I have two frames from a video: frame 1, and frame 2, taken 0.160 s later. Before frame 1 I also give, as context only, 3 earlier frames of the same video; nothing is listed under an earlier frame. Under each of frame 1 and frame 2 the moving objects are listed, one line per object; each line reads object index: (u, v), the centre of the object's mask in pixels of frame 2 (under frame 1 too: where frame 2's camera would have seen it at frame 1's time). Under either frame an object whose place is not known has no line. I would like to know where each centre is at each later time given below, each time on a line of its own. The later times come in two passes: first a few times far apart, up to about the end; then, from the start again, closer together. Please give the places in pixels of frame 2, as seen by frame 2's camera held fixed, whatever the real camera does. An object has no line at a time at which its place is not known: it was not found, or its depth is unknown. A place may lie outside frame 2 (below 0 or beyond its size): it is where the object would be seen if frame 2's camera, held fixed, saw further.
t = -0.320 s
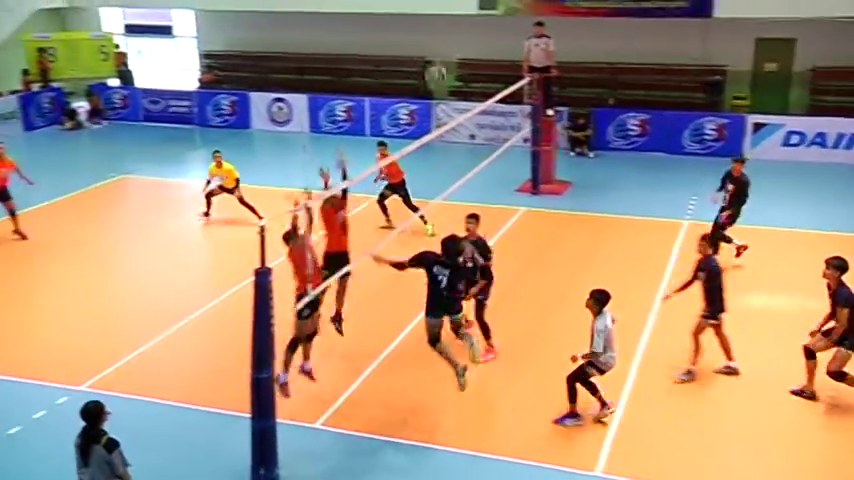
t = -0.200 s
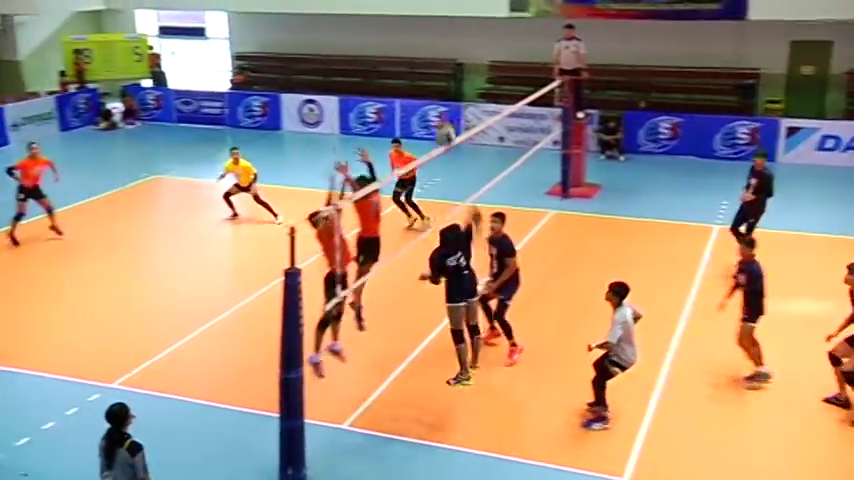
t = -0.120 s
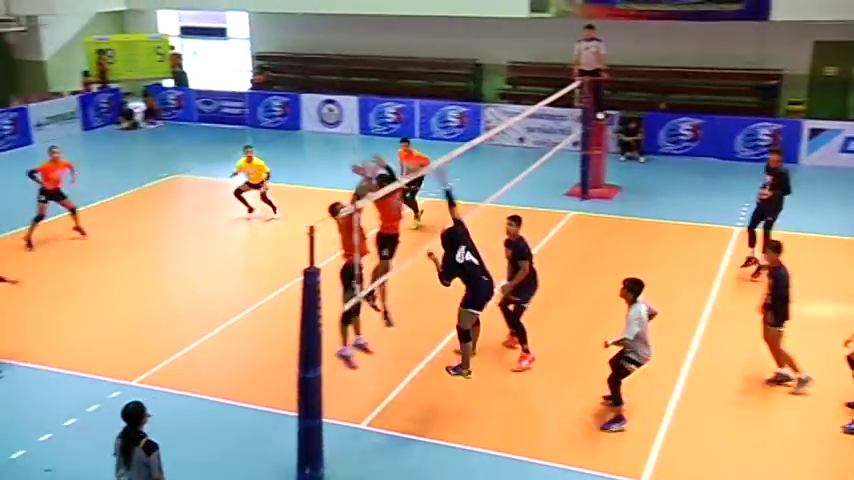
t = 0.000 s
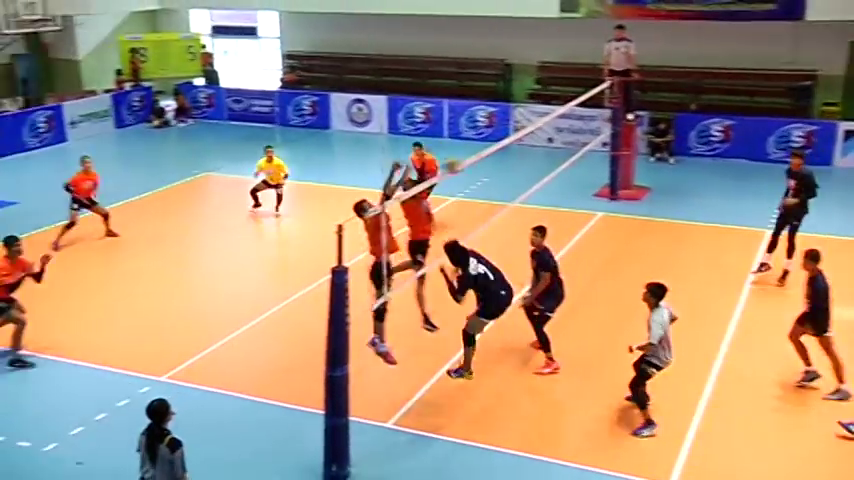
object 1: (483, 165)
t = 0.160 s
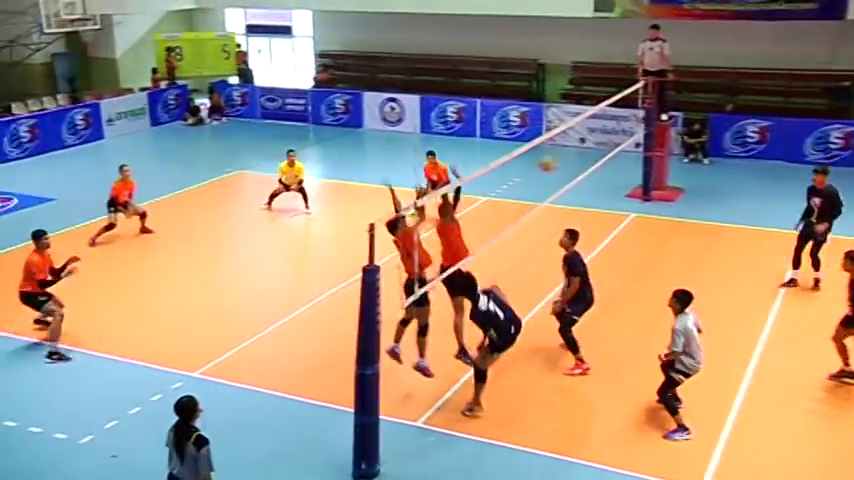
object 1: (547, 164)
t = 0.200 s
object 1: (561, 166)
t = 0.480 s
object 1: (639, 213)
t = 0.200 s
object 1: (561, 166)
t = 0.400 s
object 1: (621, 196)
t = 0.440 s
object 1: (630, 205)
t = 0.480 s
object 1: (639, 213)
